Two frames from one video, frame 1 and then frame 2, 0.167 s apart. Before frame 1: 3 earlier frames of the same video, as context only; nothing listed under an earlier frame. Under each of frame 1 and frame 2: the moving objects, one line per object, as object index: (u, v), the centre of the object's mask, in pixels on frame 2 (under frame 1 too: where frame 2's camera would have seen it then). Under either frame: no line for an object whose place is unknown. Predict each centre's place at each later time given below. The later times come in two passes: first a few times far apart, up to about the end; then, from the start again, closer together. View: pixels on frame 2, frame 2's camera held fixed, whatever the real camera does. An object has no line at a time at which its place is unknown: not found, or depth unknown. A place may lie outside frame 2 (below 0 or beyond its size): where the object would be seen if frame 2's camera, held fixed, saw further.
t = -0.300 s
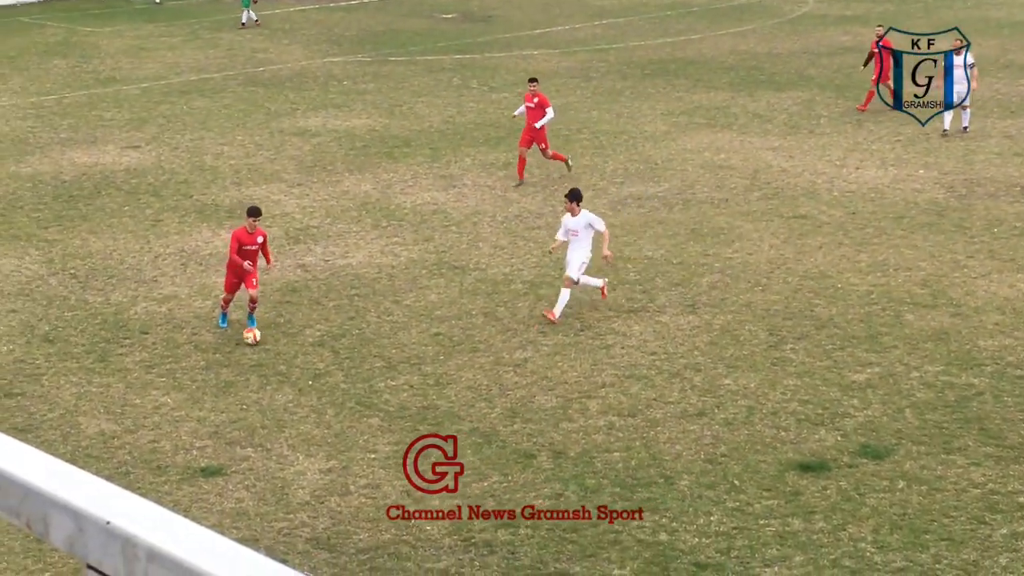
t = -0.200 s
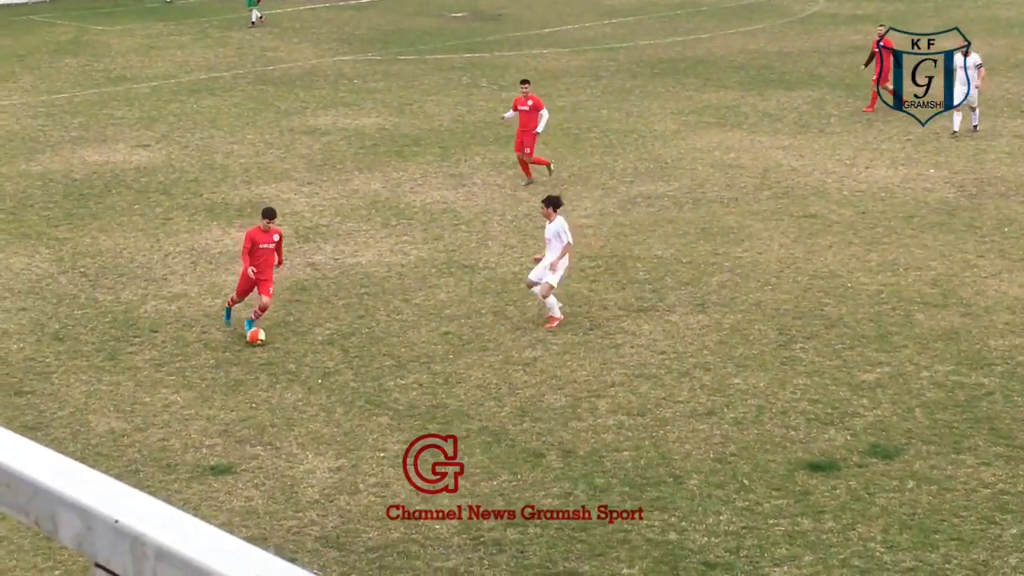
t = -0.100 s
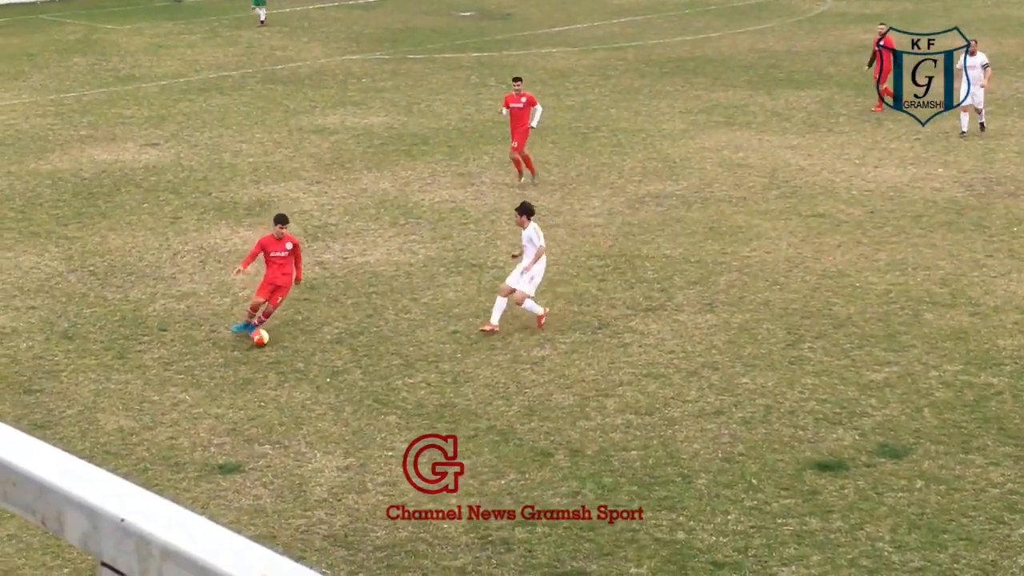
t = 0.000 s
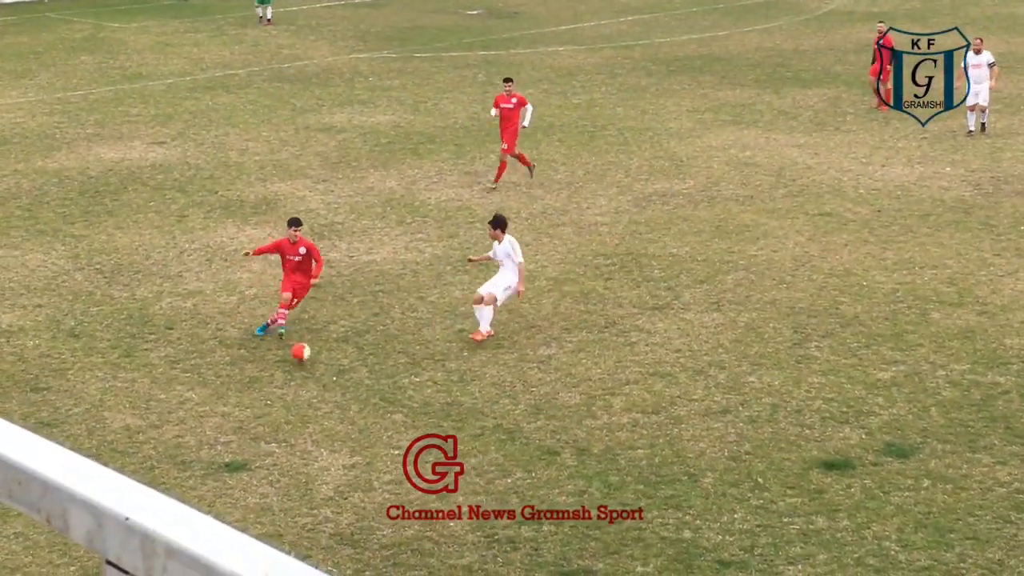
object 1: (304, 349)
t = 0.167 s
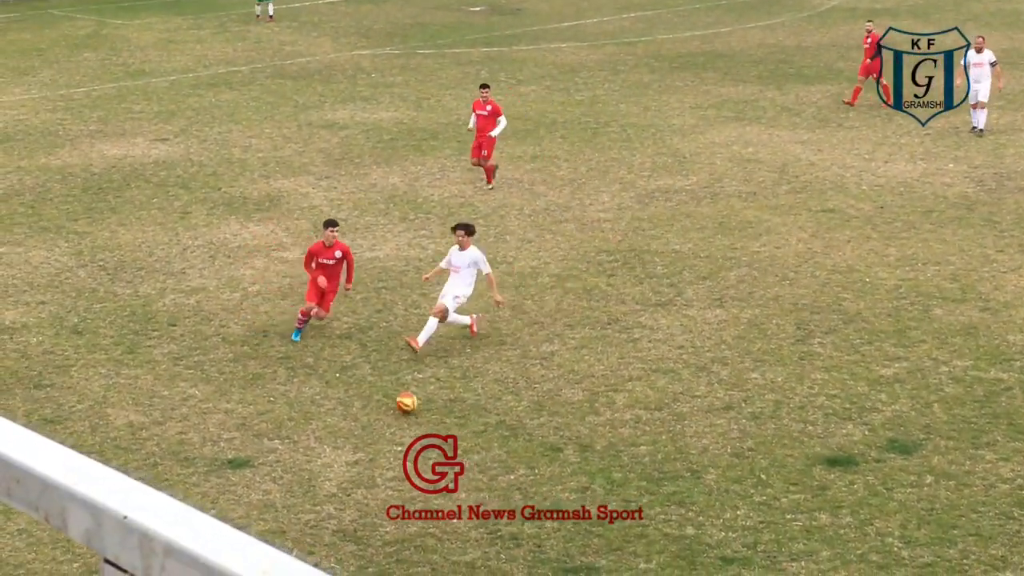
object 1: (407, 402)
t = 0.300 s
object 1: (498, 449)
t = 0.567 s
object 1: (701, 540)
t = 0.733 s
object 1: (852, 616)
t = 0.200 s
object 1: (428, 412)
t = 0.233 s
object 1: (451, 422)
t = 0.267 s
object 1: (473, 435)
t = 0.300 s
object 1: (498, 449)
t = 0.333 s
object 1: (522, 464)
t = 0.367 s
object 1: (546, 474)
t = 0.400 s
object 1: (571, 485)
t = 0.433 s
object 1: (596, 497)
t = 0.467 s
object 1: (622, 510)
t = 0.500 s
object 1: (648, 524)
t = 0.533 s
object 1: (674, 531)
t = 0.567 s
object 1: (701, 540)
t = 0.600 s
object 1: (730, 551)
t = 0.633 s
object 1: (758, 564)
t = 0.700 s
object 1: (819, 596)
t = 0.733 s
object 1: (852, 616)
